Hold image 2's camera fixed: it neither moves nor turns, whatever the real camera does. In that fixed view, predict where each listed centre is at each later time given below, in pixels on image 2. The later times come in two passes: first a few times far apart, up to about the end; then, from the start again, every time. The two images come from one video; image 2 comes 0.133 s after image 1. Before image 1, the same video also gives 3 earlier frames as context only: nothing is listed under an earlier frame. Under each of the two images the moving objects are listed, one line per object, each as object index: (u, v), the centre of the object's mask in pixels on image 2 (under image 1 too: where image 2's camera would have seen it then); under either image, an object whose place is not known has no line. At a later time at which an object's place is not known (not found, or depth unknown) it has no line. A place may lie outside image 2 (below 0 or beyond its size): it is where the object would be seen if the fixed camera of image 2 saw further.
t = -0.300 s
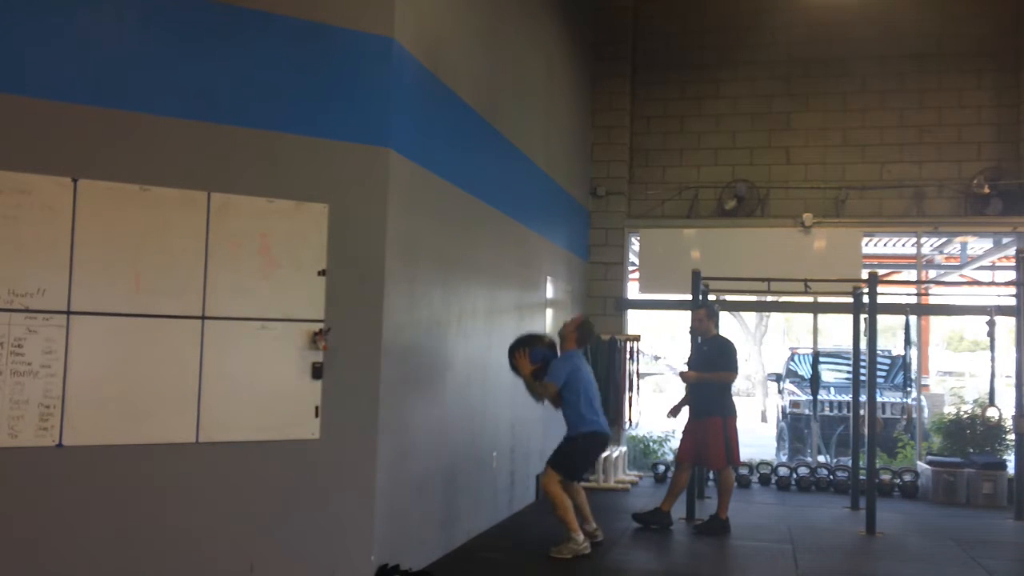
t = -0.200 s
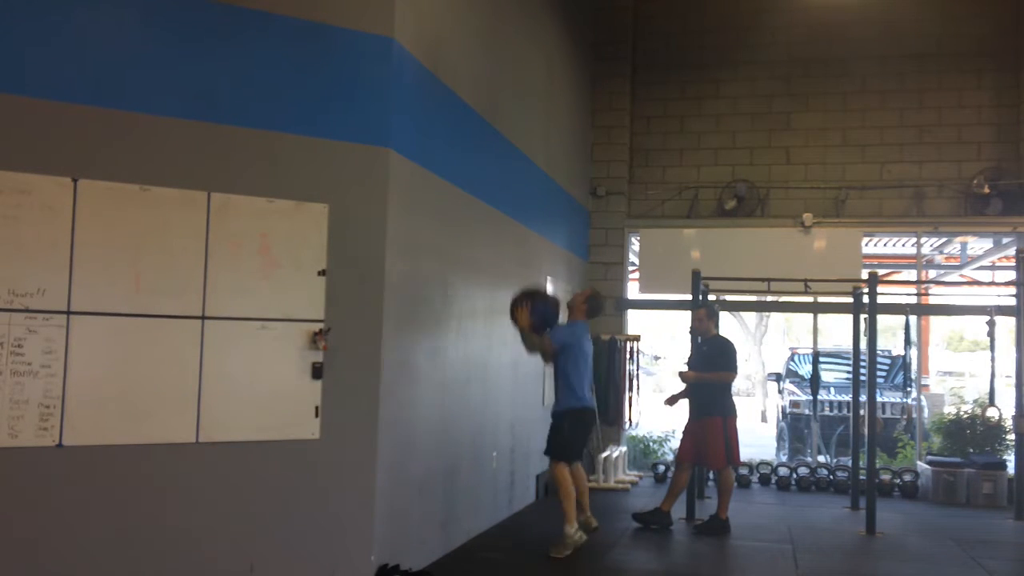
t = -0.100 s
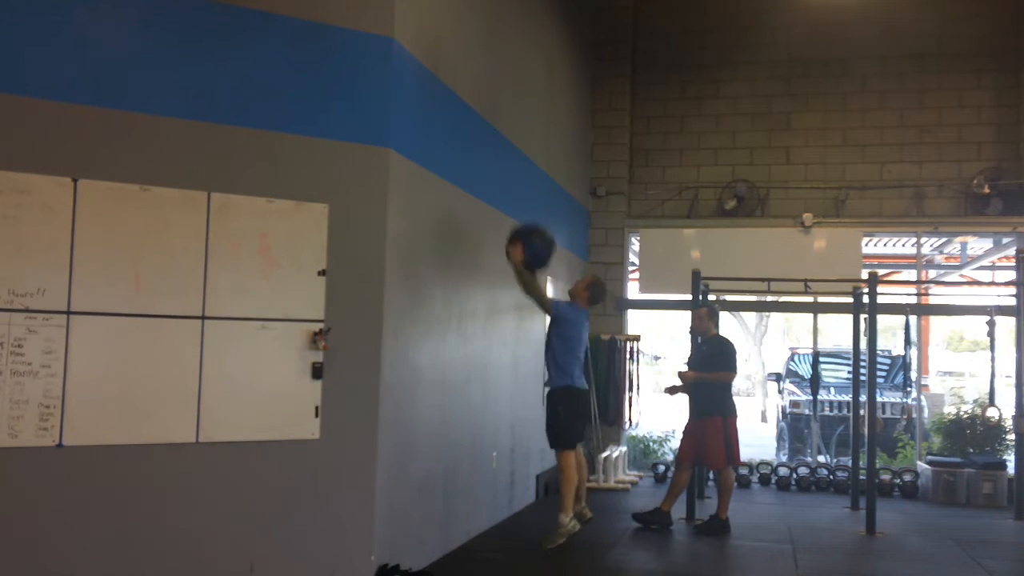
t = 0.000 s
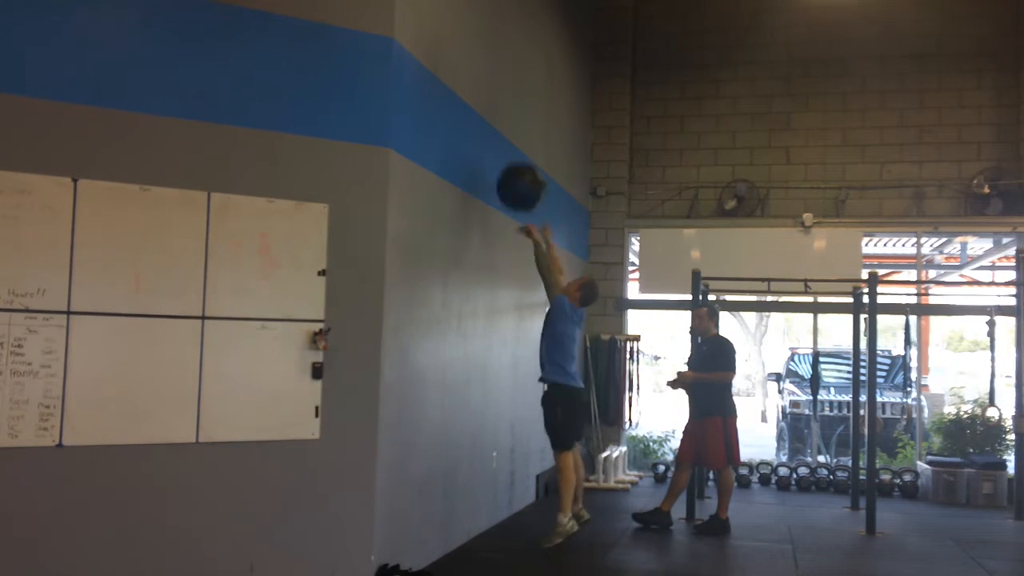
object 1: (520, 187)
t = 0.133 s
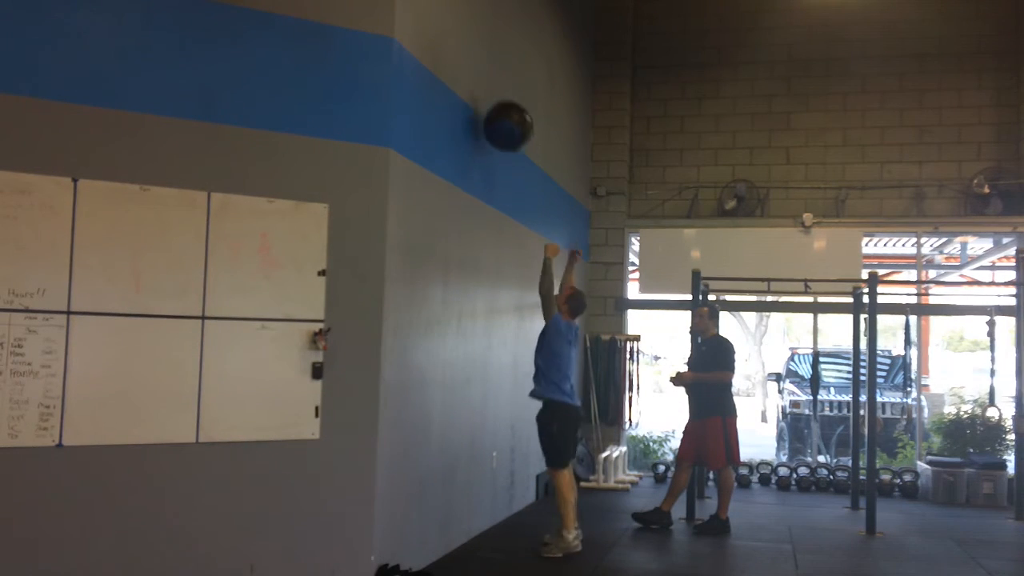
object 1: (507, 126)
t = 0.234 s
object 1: (499, 96)
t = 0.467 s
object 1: (513, 92)
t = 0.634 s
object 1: (521, 135)
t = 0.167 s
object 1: (503, 115)
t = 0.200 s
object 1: (500, 104)
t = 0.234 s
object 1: (499, 96)
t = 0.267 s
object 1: (500, 91)
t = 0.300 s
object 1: (502, 88)
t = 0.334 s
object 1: (504, 86)
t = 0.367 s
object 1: (506, 85)
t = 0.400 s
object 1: (509, 86)
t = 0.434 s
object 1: (511, 88)
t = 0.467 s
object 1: (513, 92)
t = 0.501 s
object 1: (514, 98)
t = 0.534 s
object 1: (516, 104)
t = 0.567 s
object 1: (518, 113)
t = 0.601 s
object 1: (519, 123)
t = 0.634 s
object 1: (521, 135)
